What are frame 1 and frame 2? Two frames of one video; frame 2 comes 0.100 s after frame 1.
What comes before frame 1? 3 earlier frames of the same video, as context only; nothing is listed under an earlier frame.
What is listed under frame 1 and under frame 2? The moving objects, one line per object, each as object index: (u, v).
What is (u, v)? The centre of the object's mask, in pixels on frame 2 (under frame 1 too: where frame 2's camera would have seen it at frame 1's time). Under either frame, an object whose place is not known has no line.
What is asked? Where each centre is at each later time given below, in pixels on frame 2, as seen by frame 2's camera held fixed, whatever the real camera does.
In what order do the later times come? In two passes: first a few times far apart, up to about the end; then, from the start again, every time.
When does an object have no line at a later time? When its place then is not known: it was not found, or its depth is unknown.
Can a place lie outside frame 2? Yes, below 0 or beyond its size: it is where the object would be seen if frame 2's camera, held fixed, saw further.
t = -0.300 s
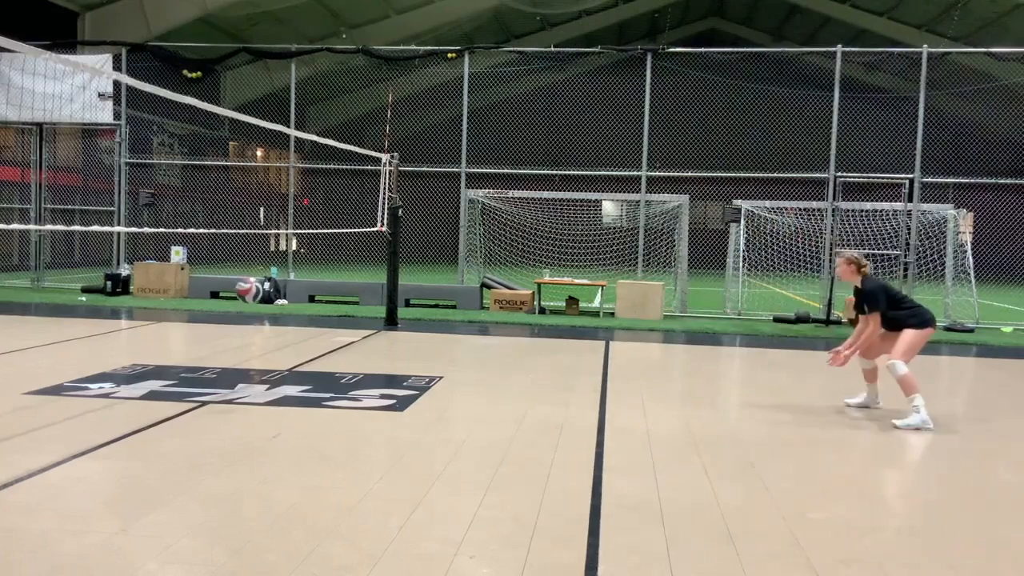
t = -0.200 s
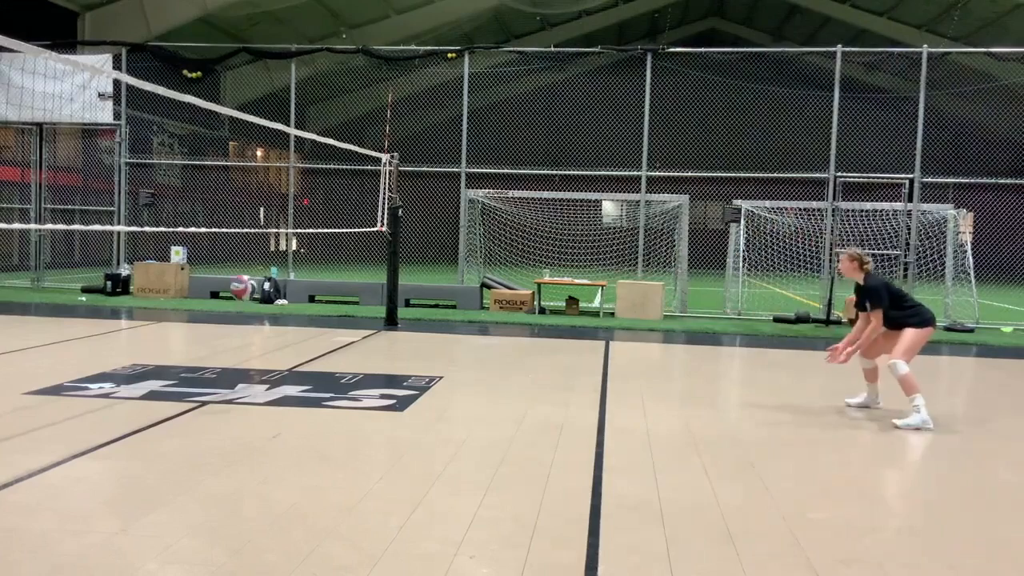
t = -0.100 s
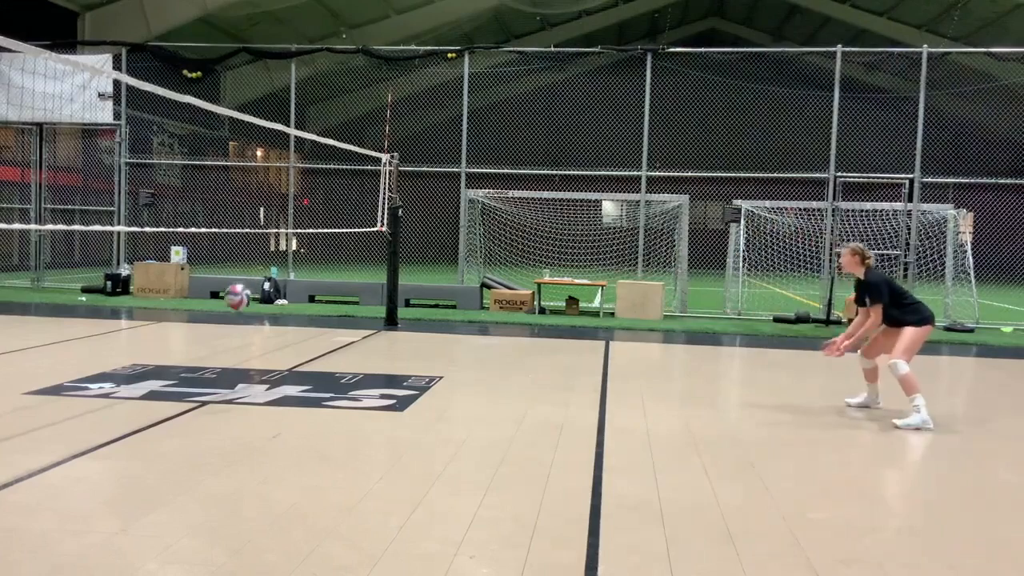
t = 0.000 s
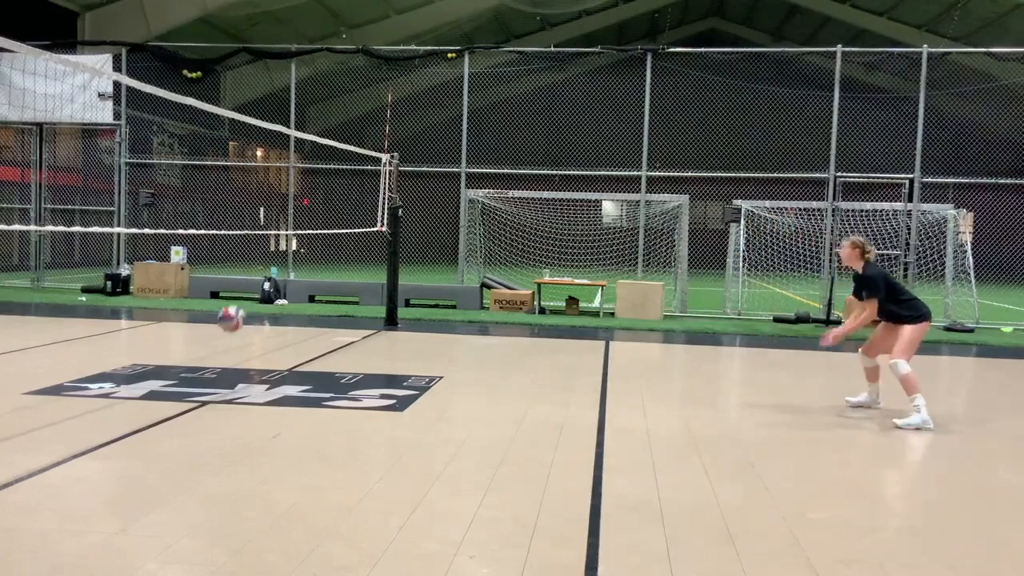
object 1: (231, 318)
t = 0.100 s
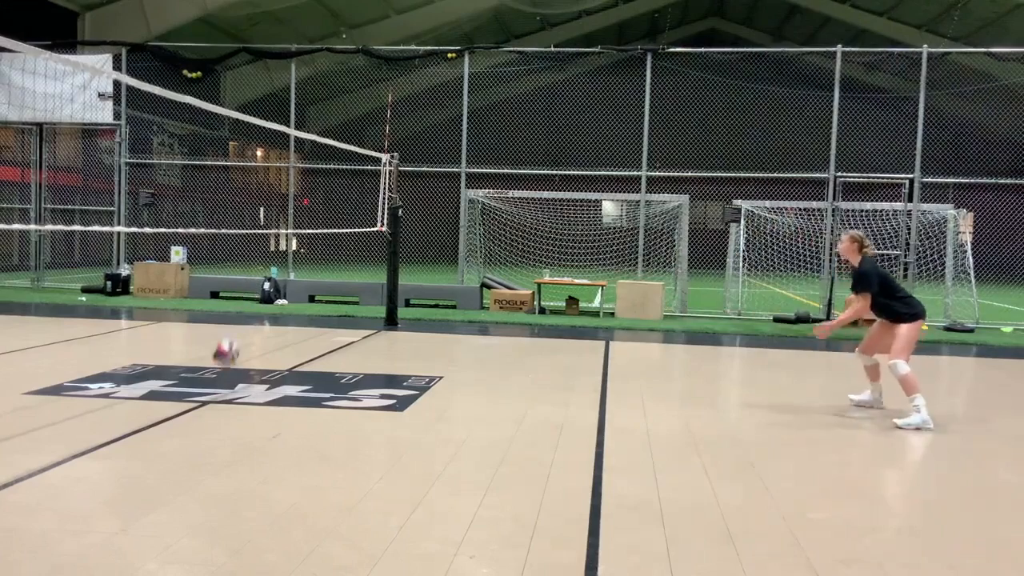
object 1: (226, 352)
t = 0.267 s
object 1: (217, 361)
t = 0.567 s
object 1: (200, 334)
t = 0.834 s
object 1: (185, 382)
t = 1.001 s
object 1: (177, 356)
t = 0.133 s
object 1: (224, 367)
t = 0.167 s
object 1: (221, 381)
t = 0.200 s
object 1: (219, 381)
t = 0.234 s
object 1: (218, 370)
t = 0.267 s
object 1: (217, 361)
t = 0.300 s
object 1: (215, 352)
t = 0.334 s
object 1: (213, 345)
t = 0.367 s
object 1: (211, 340)
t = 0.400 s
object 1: (209, 335)
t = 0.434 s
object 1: (207, 332)
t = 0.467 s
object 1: (206, 331)
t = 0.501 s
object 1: (204, 331)
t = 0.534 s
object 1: (202, 331)
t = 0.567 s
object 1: (200, 334)
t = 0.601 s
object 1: (198, 338)
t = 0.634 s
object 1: (196, 343)
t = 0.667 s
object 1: (195, 349)
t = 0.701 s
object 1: (193, 356)
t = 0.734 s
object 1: (191, 366)
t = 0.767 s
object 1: (189, 376)
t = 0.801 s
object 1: (187, 388)
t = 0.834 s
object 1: (185, 382)
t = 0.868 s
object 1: (183, 373)
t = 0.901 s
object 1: (182, 368)
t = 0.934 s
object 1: (180, 362)
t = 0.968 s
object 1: (179, 358)
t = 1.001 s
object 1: (177, 356)
